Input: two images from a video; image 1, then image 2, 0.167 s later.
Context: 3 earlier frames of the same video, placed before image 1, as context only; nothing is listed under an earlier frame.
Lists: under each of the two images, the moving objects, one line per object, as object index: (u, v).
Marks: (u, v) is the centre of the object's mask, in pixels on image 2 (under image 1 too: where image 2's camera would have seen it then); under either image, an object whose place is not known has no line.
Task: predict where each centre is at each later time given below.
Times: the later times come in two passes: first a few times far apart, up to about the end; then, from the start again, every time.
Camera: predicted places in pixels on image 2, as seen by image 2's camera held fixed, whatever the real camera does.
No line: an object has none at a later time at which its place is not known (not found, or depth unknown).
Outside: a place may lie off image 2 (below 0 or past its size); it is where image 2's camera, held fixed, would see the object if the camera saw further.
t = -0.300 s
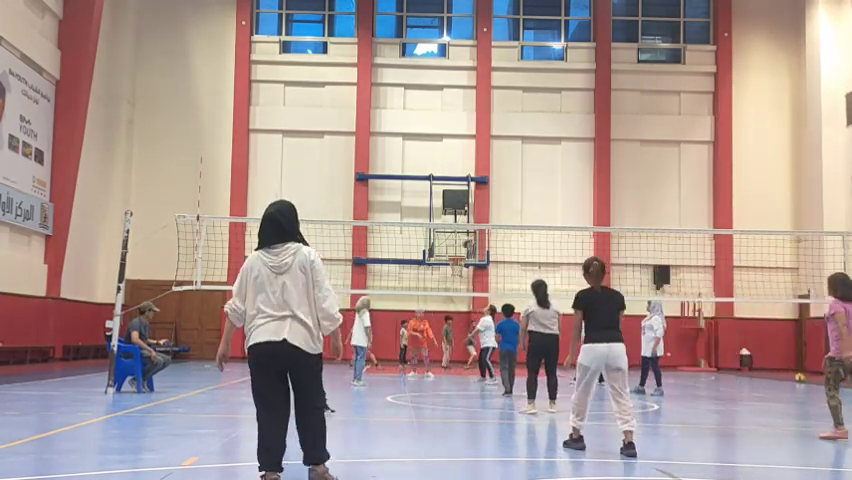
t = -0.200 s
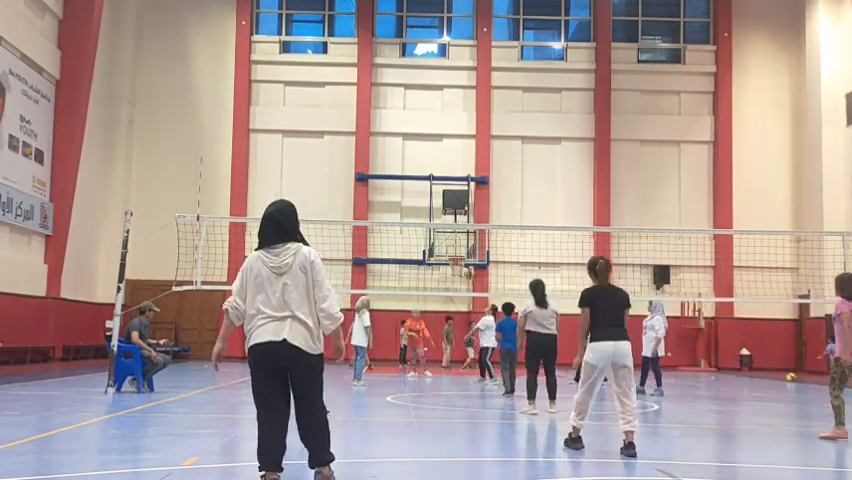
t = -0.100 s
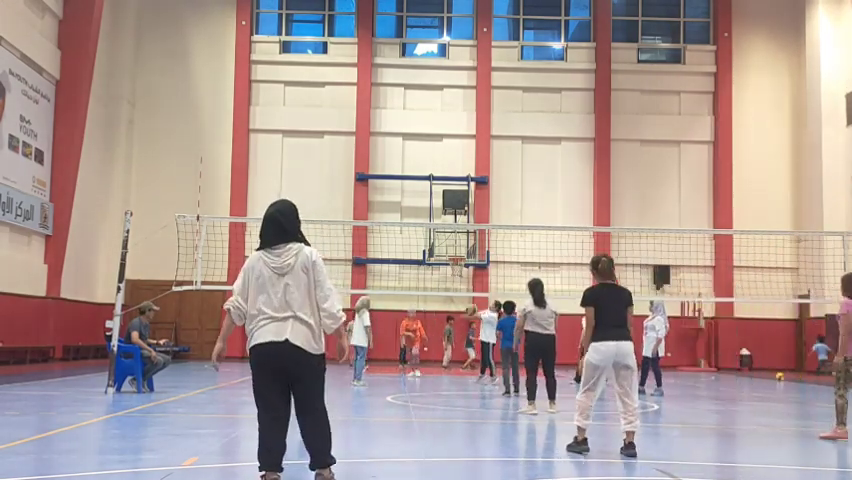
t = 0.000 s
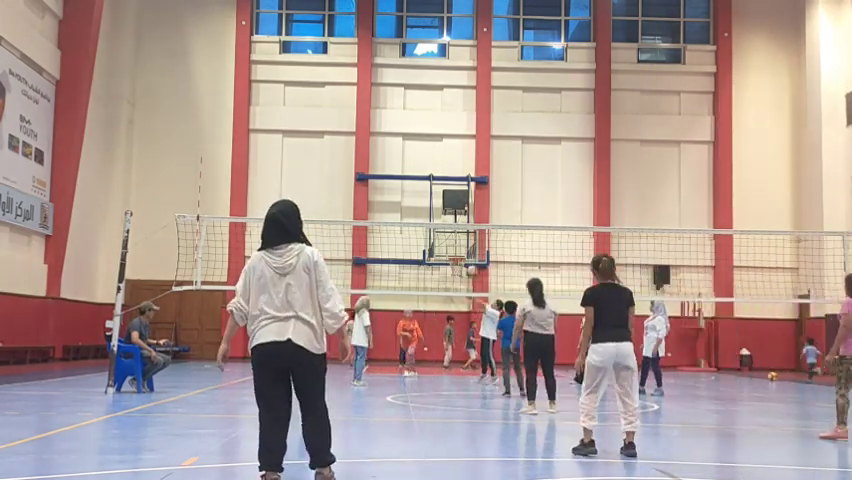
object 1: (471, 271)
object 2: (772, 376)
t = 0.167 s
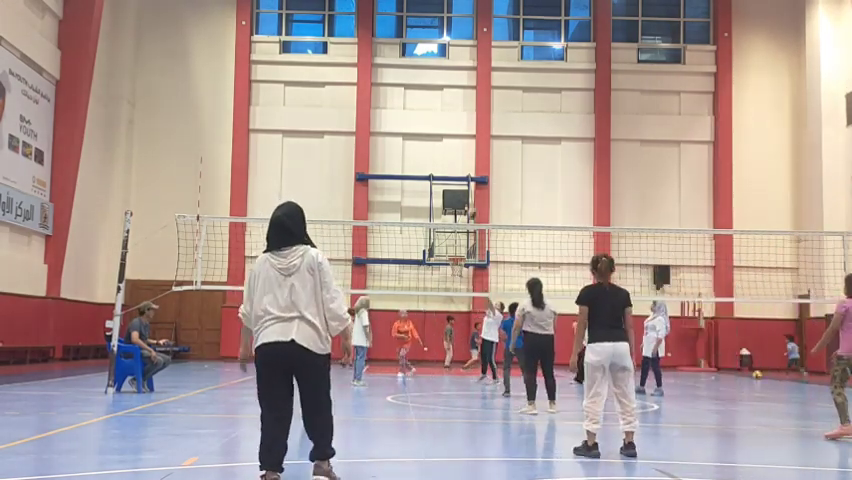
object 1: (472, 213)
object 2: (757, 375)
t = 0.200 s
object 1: (472, 203)
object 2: (754, 375)
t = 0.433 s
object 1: (470, 147)
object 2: (736, 374)
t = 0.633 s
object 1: (468, 120)
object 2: (721, 372)
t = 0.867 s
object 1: (463, 118)
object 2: (705, 371)
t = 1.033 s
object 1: (459, 140)
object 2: (694, 371)
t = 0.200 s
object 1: (472, 203)
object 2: (754, 375)
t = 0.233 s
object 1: (471, 193)
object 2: (752, 374)
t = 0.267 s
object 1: (472, 182)
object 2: (748, 374)
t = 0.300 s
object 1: (471, 174)
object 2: (746, 374)
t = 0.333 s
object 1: (470, 168)
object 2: (743, 374)
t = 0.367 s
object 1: (470, 160)
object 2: (740, 374)
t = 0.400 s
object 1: (470, 153)
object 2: (738, 374)
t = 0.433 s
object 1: (470, 147)
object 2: (736, 374)
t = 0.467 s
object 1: (470, 140)
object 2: (733, 373)
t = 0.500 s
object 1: (469, 135)
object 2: (730, 373)
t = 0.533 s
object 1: (469, 130)
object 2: (728, 373)
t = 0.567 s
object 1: (468, 126)
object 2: (725, 373)
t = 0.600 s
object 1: (468, 122)
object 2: (723, 373)
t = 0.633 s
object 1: (468, 120)
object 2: (721, 372)
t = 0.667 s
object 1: (467, 117)
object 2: (719, 373)
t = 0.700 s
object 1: (467, 116)
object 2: (716, 372)
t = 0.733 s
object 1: (466, 115)
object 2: (714, 372)
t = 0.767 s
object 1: (465, 115)
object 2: (712, 372)
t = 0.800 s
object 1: (465, 115)
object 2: (709, 372)
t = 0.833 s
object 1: (464, 116)
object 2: (708, 372)
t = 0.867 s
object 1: (463, 118)
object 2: (705, 371)
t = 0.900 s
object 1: (463, 121)
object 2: (703, 371)
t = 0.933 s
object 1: (462, 125)
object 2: (701, 371)
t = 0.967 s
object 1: (461, 128)
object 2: (698, 371)
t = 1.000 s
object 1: (460, 134)
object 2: (696, 371)
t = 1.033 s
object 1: (459, 140)
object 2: (694, 371)
